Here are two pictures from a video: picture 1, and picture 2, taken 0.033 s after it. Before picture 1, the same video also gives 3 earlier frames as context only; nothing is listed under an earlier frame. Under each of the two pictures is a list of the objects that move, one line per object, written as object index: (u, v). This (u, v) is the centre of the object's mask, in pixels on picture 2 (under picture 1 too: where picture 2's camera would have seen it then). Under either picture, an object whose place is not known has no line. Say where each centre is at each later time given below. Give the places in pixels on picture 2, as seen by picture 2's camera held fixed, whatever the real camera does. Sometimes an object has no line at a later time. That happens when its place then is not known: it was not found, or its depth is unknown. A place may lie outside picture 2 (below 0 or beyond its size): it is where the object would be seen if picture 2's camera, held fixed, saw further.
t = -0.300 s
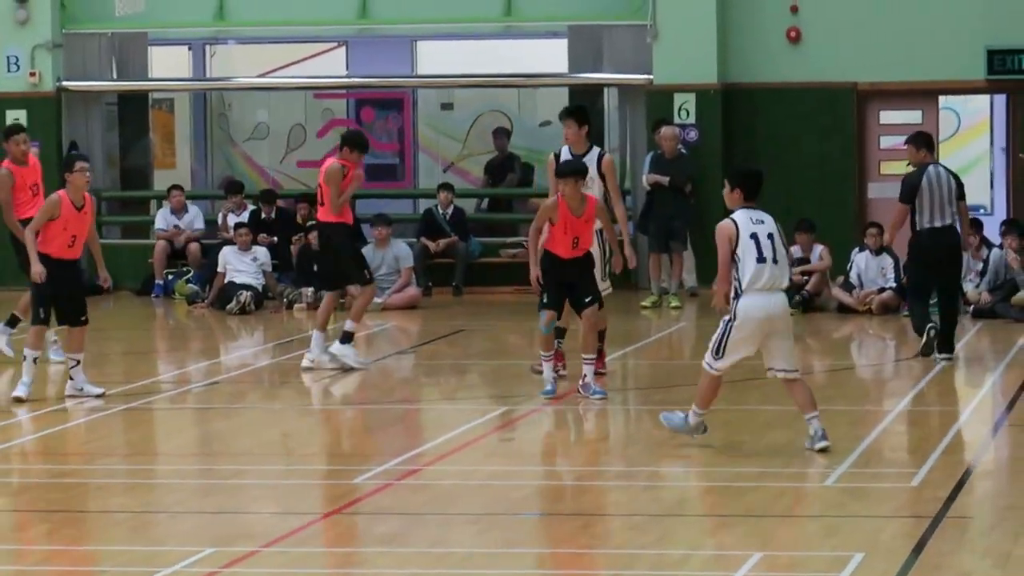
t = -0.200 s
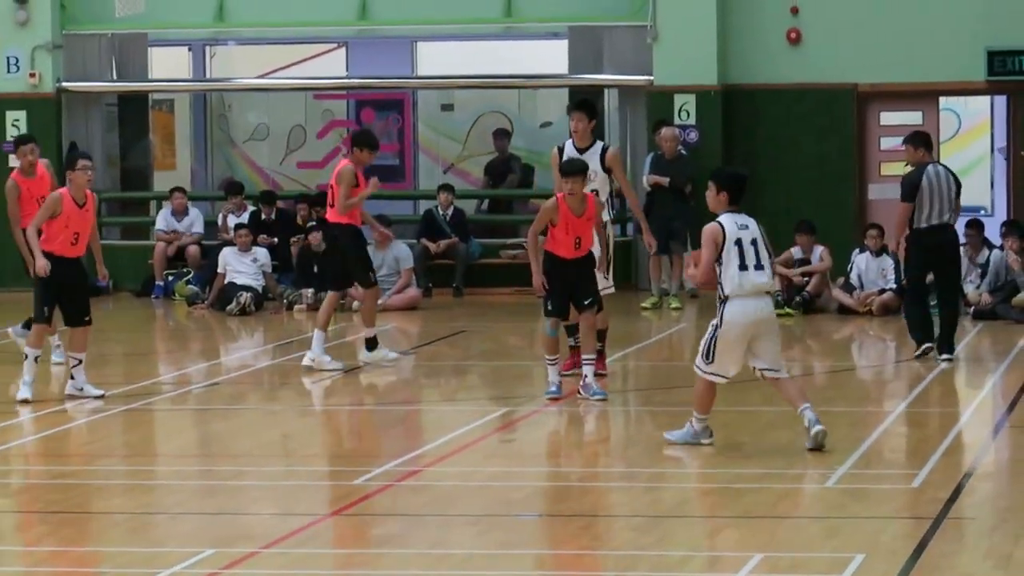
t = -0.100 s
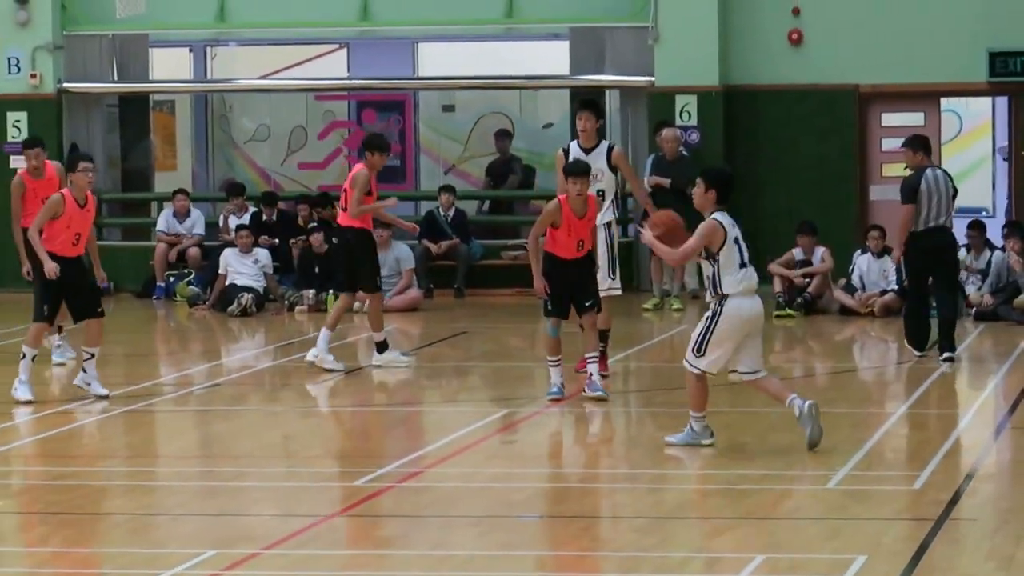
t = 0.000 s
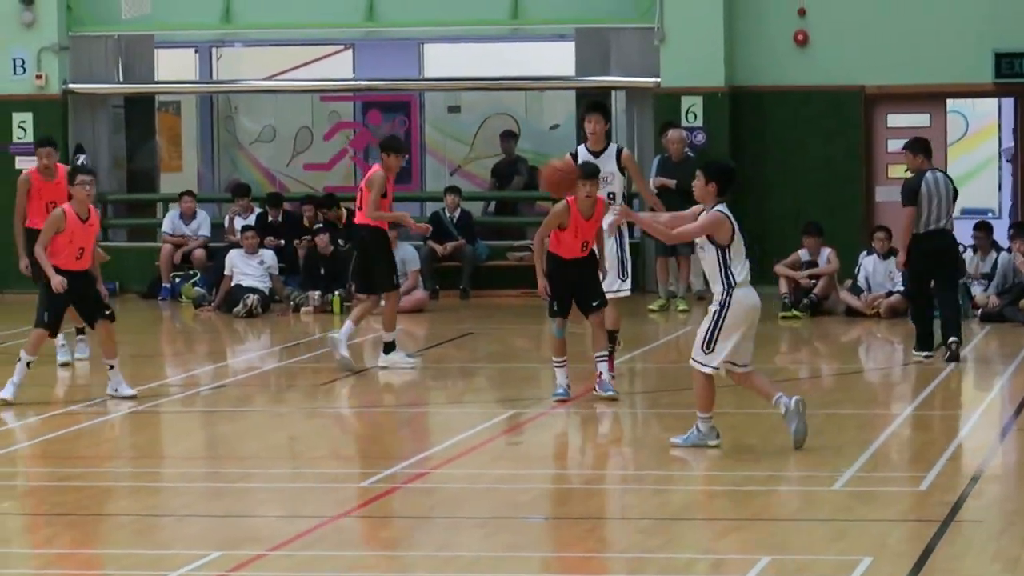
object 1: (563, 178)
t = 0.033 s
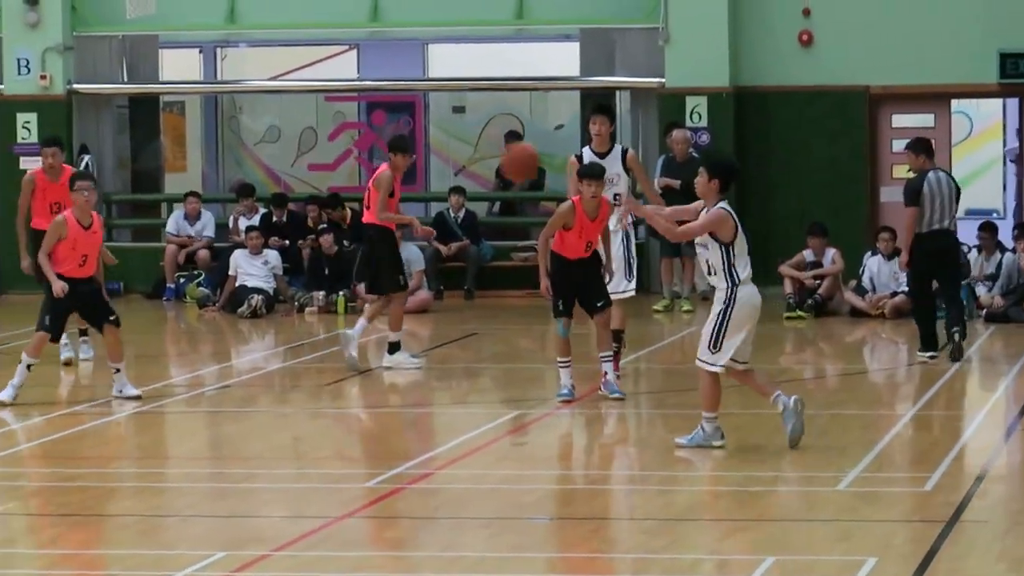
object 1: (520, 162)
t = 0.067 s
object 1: (478, 149)
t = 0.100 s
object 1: (437, 136)
